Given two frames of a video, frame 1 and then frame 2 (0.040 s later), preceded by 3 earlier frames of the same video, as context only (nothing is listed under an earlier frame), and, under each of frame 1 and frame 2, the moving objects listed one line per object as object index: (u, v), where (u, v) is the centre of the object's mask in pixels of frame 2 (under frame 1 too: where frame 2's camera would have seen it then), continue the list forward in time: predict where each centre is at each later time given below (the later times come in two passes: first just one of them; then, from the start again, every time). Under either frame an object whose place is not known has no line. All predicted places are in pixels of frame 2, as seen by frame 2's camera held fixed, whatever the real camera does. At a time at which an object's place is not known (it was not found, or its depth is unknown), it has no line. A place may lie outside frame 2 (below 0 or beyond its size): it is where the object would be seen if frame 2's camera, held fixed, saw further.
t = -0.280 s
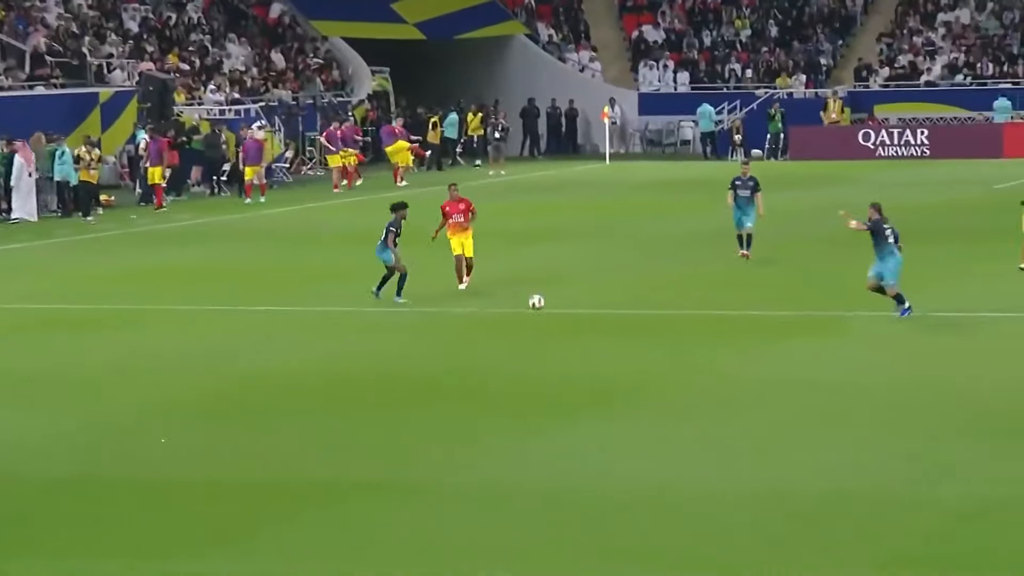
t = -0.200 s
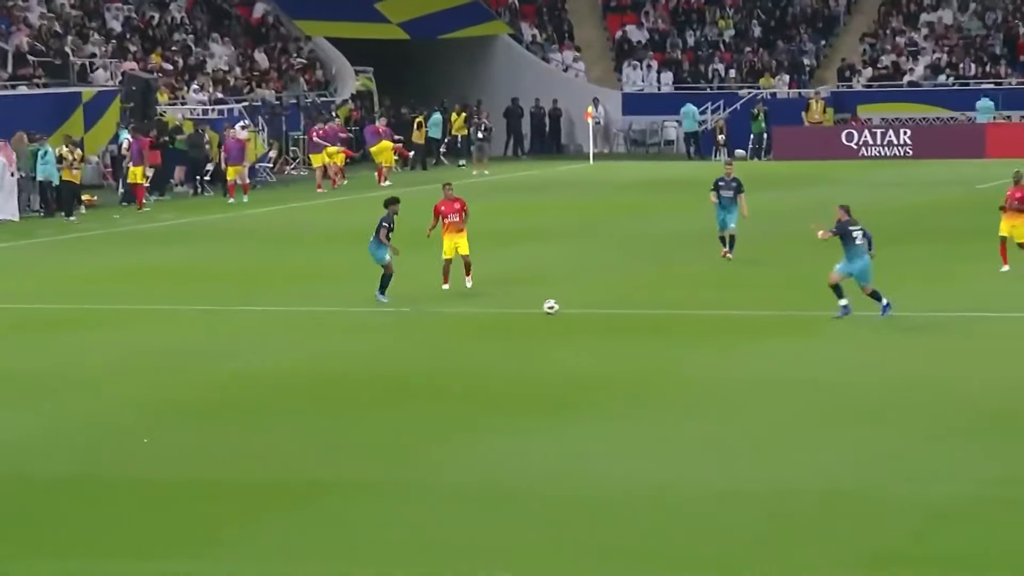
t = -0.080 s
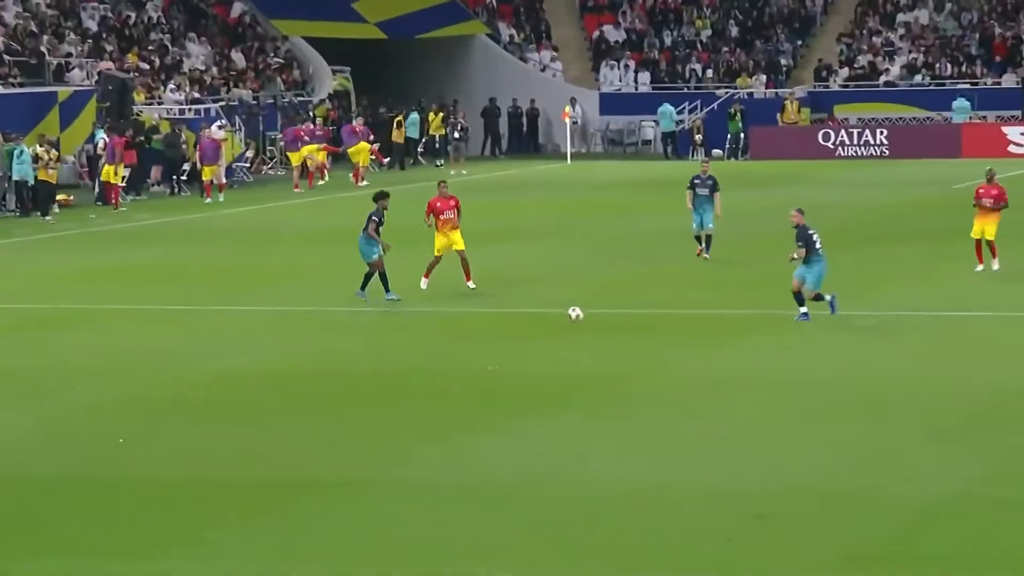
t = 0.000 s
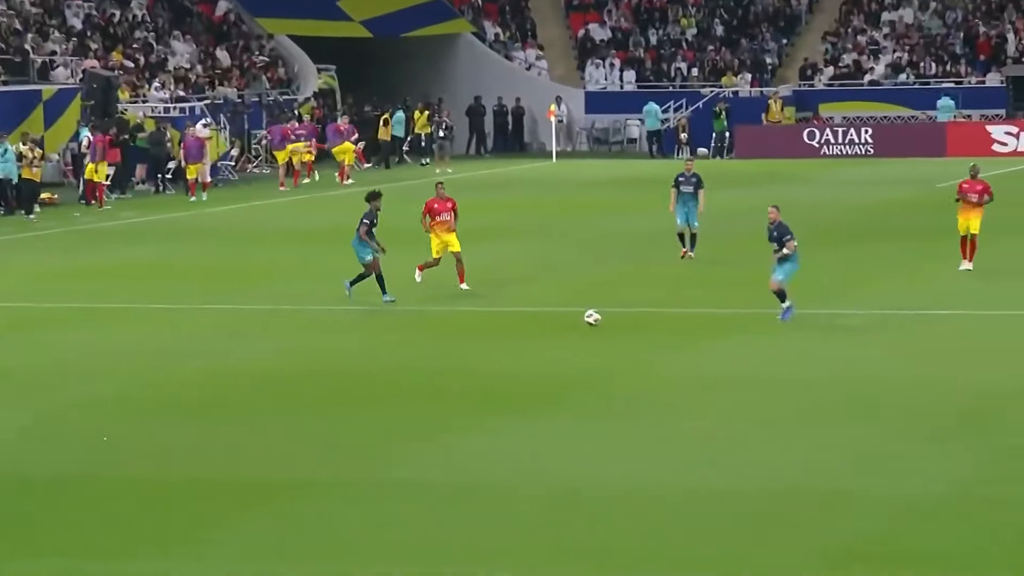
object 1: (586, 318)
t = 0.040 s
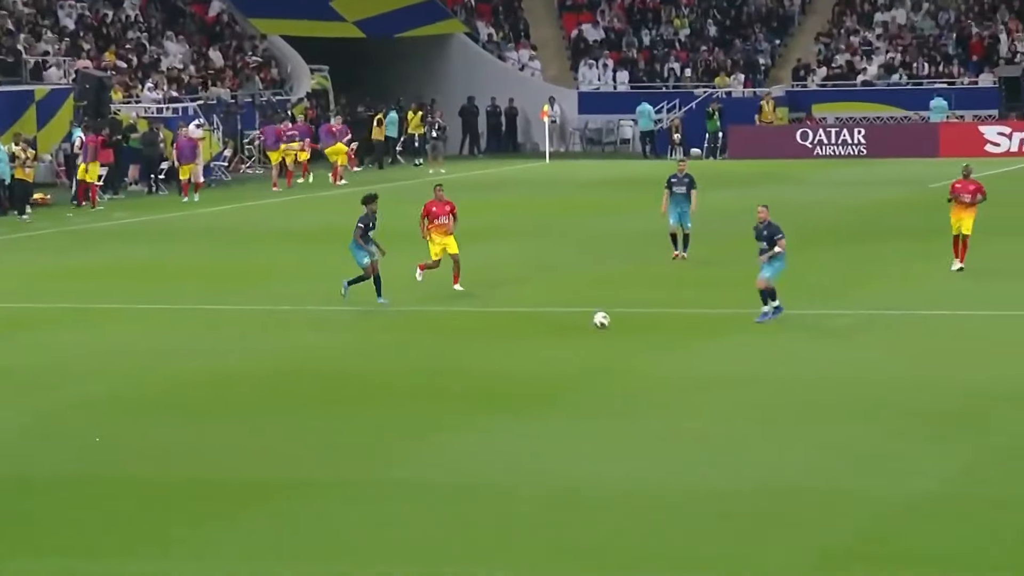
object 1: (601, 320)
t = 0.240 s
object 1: (677, 332)
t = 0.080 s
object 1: (616, 323)
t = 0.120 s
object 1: (632, 325)
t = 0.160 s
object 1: (647, 328)
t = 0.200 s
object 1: (662, 330)
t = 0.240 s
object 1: (677, 332)
